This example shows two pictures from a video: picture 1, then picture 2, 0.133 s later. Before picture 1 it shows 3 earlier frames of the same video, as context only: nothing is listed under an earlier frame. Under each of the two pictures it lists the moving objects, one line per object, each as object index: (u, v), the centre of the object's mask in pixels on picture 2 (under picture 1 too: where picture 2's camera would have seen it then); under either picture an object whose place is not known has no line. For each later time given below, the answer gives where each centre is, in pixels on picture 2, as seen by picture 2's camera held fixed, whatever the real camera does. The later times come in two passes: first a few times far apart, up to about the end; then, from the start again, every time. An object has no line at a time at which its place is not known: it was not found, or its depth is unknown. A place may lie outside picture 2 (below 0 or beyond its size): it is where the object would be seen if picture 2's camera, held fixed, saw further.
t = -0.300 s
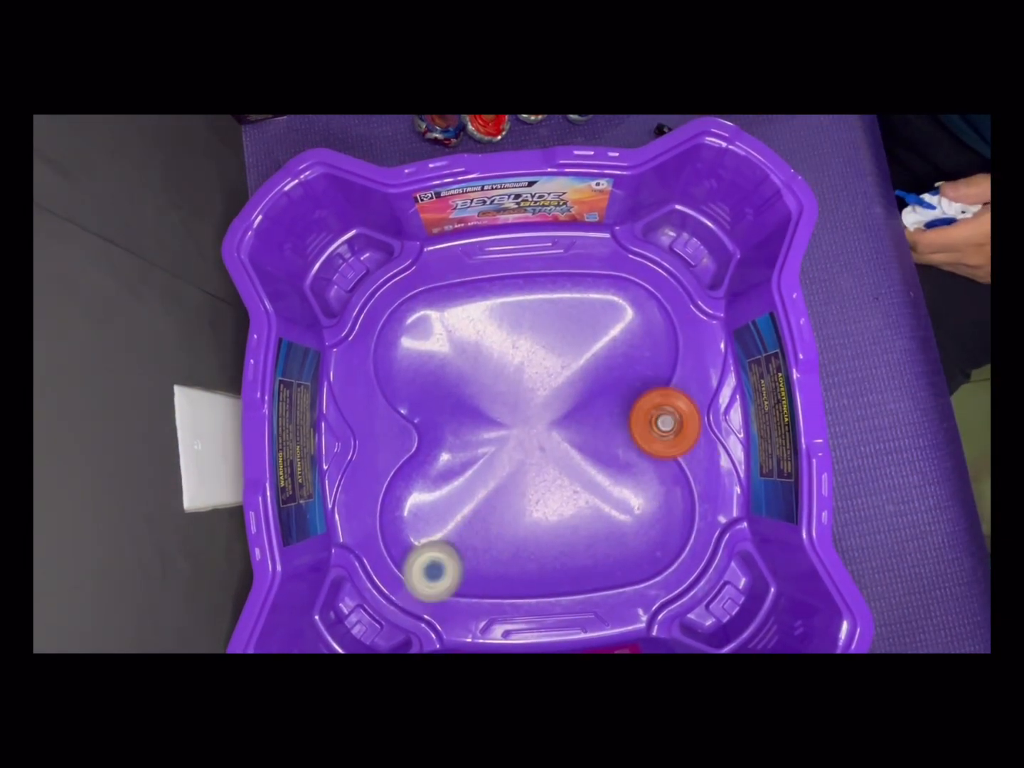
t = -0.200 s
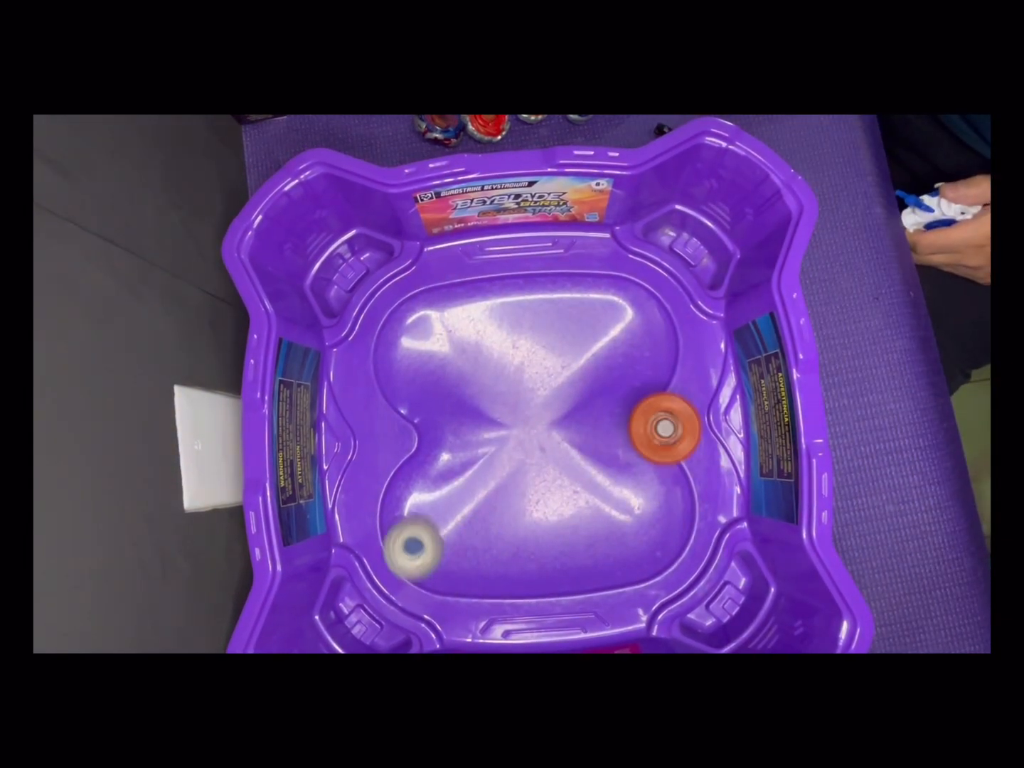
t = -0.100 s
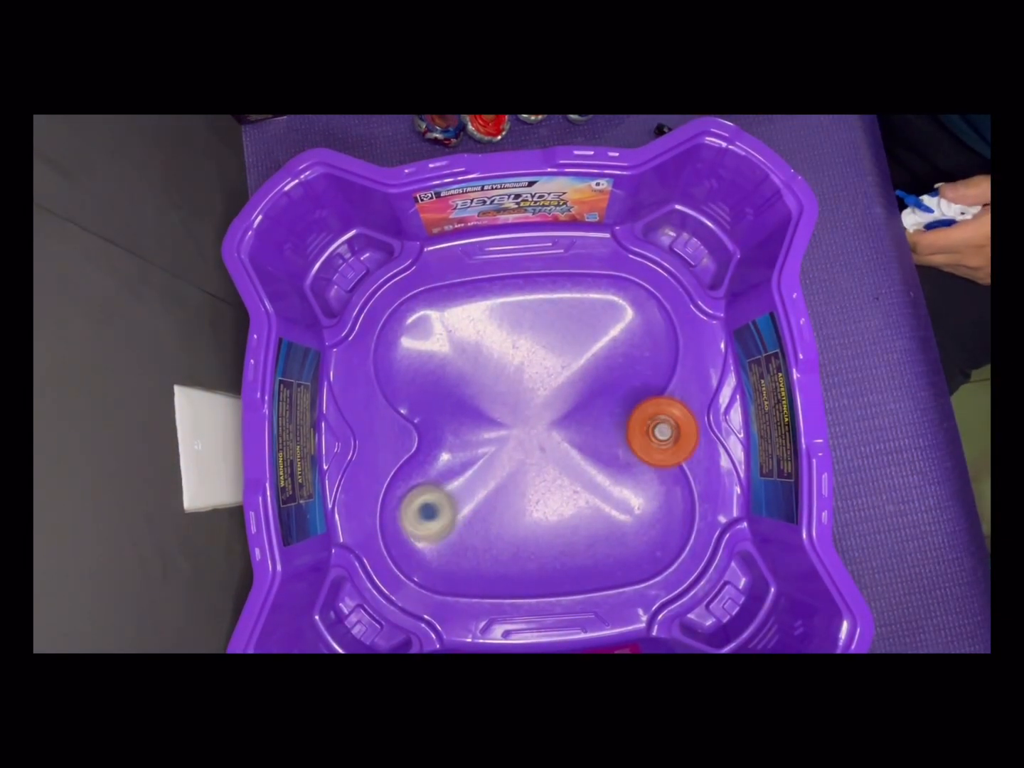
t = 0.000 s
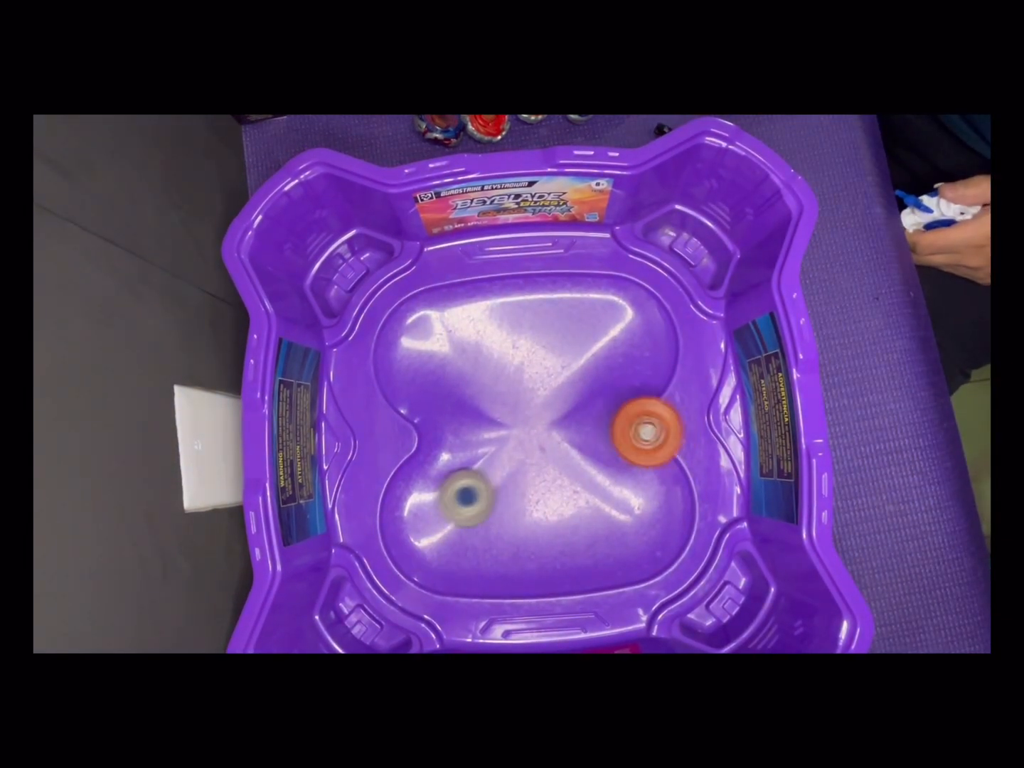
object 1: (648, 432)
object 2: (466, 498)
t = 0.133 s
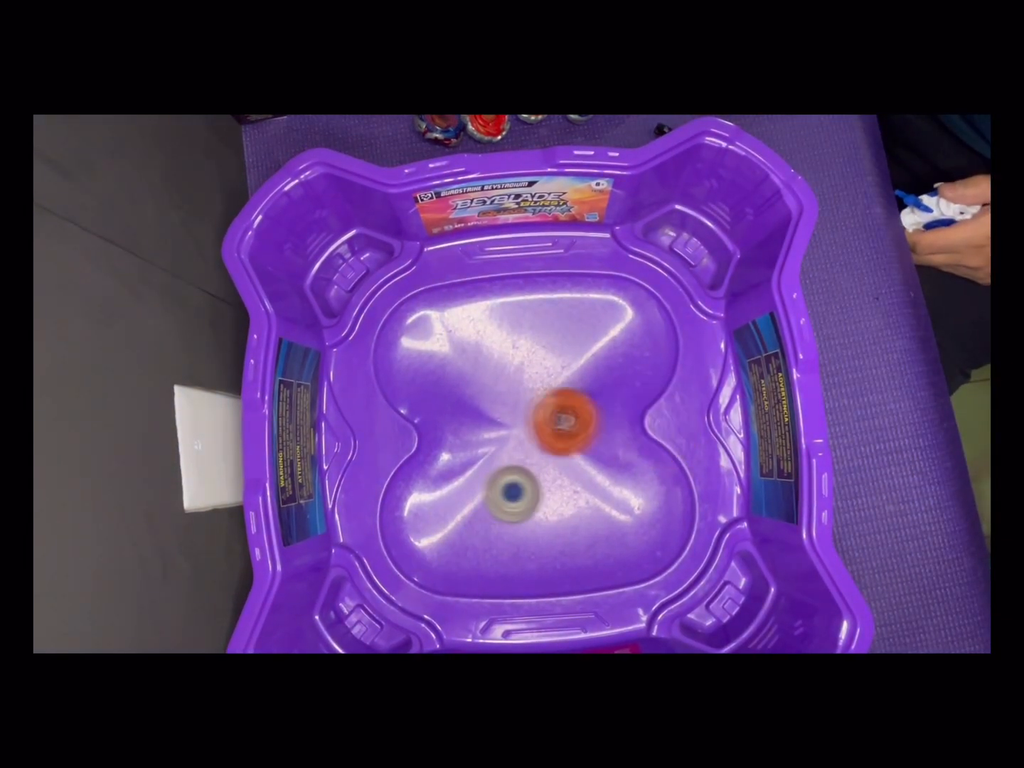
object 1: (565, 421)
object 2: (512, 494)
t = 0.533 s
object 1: (452, 568)
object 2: (633, 503)
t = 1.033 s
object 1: (521, 334)
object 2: (581, 457)
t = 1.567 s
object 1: (573, 465)
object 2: (518, 358)
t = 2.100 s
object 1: (498, 448)
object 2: (554, 383)
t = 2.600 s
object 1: (532, 486)
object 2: (473, 427)
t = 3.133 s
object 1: (585, 438)
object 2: (488, 384)
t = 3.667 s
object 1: (645, 475)
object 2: (534, 376)
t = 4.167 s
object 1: (438, 550)
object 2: (544, 415)
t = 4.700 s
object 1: (450, 497)
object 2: (547, 499)
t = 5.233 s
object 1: (526, 375)
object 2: (614, 503)
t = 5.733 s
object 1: (501, 407)
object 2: (556, 443)
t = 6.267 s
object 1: (438, 528)
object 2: (569, 472)
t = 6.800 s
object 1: (494, 483)
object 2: (509, 373)
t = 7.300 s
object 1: (513, 453)
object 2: (500, 370)
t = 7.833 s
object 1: (563, 450)
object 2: (474, 377)
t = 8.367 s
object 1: (557, 492)
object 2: (526, 425)
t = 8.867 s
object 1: (622, 480)
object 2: (534, 466)
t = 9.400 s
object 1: (546, 472)
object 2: (482, 472)
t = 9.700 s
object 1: (576, 450)
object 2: (481, 472)
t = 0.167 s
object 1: (542, 418)
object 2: (523, 495)
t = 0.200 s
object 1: (521, 418)
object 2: (534, 496)
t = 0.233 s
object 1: (502, 421)
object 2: (545, 496)
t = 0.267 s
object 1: (487, 428)
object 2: (556, 496)
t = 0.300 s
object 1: (475, 437)
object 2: (566, 495)
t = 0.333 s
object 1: (465, 450)
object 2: (577, 494)
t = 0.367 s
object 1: (457, 466)
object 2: (587, 494)
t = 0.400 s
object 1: (451, 486)
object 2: (597, 494)
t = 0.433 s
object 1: (443, 509)
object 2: (607, 495)
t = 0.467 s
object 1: (440, 533)
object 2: (616, 496)
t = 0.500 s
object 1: (443, 553)
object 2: (625, 499)
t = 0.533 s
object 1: (452, 568)
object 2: (633, 503)
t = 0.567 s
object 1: (464, 575)
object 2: (641, 508)
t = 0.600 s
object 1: (481, 575)
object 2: (647, 513)
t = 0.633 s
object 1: (502, 569)
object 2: (651, 519)
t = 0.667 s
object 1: (525, 559)
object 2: (654, 526)
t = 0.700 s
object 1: (548, 542)
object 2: (653, 533)
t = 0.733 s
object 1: (567, 521)
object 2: (648, 538)
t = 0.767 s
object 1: (580, 497)
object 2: (638, 539)
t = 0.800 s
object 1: (587, 474)
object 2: (627, 535)
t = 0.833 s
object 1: (589, 452)
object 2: (616, 527)
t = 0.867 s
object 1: (584, 431)
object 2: (606, 517)
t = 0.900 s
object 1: (576, 409)
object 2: (597, 505)
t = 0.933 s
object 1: (567, 386)
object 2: (591, 492)
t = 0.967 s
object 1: (554, 365)
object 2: (586, 480)
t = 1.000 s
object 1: (539, 347)
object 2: (583, 468)
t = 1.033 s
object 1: (521, 334)
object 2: (581, 457)
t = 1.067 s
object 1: (501, 328)
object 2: (580, 450)
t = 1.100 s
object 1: (477, 325)
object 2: (579, 445)
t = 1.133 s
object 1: (452, 327)
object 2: (578, 441)
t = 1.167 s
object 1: (425, 336)
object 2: (576, 438)
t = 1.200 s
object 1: (405, 350)
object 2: (575, 434)
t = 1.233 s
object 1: (393, 368)
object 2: (571, 429)
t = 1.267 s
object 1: (391, 386)
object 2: (565, 425)
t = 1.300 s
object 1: (399, 401)
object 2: (557, 420)
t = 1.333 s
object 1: (418, 413)
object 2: (549, 414)
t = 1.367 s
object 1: (442, 422)
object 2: (542, 405)
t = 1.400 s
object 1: (467, 432)
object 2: (537, 398)
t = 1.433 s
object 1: (492, 443)
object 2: (532, 390)
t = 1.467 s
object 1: (517, 454)
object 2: (528, 382)
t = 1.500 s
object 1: (538, 462)
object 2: (523, 374)
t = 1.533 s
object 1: (557, 465)
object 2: (521, 366)
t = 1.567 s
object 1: (573, 465)
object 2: (518, 358)
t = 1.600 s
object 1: (586, 462)
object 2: (517, 350)
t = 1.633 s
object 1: (593, 458)
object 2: (516, 343)
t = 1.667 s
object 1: (594, 453)
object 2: (516, 336)
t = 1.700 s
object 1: (591, 445)
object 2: (518, 330)
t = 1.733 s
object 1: (586, 435)
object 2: (521, 325)
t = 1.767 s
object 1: (579, 425)
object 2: (525, 321)
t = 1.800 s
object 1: (571, 418)
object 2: (531, 319)
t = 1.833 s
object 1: (563, 410)
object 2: (538, 318)
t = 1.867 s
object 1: (556, 406)
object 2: (546, 321)
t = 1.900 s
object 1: (546, 405)
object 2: (553, 326)
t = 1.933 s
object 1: (536, 408)
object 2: (559, 333)
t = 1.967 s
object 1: (525, 413)
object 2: (562, 342)
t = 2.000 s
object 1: (516, 419)
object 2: (564, 353)
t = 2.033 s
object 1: (508, 426)
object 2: (562, 365)
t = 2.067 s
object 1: (502, 435)
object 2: (558, 374)
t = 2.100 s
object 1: (498, 448)
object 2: (554, 383)
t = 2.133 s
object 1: (494, 463)
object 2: (548, 392)
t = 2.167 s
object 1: (491, 477)
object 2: (541, 400)
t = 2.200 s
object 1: (491, 488)
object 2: (534, 407)
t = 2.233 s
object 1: (493, 496)
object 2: (527, 415)
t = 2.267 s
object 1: (496, 501)
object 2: (520, 423)
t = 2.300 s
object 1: (501, 504)
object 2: (512, 429)
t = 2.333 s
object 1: (505, 506)
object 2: (504, 436)
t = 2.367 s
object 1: (509, 507)
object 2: (496, 440)
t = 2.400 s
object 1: (513, 507)
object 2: (489, 442)
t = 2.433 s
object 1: (517, 506)
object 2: (484, 443)
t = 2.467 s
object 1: (520, 504)
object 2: (479, 443)
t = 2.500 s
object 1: (524, 501)
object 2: (476, 441)
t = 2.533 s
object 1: (527, 497)
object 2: (475, 438)
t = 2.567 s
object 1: (529, 492)
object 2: (473, 433)
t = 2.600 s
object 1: (532, 486)
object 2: (473, 427)
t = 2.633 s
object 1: (534, 479)
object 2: (472, 421)
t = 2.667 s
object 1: (534, 471)
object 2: (472, 415)
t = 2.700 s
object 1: (535, 463)
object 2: (472, 408)
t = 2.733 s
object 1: (534, 456)
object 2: (472, 400)
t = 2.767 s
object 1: (533, 447)
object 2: (475, 392)
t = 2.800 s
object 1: (531, 438)
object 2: (479, 387)
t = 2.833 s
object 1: (529, 431)
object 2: (485, 385)
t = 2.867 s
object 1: (530, 425)
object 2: (489, 383)
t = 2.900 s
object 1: (534, 424)
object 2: (492, 381)
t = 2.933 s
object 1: (539, 423)
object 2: (493, 381)
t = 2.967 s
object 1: (553, 430)
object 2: (486, 376)
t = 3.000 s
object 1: (566, 434)
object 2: (481, 374)
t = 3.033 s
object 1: (574, 436)
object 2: (478, 375)
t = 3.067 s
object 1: (581, 438)
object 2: (478, 378)
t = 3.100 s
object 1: (585, 438)
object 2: (481, 381)
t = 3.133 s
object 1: (585, 438)
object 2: (488, 384)
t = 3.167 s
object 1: (583, 438)
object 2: (495, 388)
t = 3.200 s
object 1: (578, 440)
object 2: (503, 392)
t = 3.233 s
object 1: (571, 443)
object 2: (512, 396)
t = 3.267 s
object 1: (561, 448)
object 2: (520, 401)
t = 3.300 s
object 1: (559, 462)
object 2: (521, 397)
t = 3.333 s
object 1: (566, 488)
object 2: (513, 385)
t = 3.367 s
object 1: (576, 513)
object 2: (504, 374)
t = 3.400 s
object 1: (588, 533)
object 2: (499, 367)
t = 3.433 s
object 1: (603, 550)
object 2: (496, 363)
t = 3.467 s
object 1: (618, 560)
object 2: (497, 362)
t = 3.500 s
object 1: (636, 562)
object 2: (500, 363)
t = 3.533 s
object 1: (654, 556)
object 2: (505, 364)
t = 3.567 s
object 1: (668, 539)
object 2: (512, 366)
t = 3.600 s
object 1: (670, 516)
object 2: (520, 368)
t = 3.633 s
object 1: (661, 494)
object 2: (527, 372)
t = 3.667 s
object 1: (645, 475)
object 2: (534, 376)
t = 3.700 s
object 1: (626, 463)
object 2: (540, 381)
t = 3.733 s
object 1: (602, 454)
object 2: (546, 387)
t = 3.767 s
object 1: (578, 445)
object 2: (550, 391)
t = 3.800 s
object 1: (564, 452)
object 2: (547, 384)
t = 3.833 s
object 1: (547, 459)
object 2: (542, 377)
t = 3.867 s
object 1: (531, 468)
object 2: (538, 374)
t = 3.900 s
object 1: (513, 477)
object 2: (537, 372)
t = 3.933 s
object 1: (499, 485)
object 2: (537, 373)
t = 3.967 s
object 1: (485, 492)
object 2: (538, 376)
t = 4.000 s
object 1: (472, 500)
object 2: (540, 381)
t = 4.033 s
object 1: (460, 509)
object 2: (541, 387)
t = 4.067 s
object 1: (449, 521)
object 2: (543, 394)
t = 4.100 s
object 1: (441, 533)
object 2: (545, 401)
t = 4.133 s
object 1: (437, 543)
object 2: (545, 408)
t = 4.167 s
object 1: (438, 550)
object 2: (544, 415)
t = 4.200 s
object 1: (441, 552)
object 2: (543, 422)
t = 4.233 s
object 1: (446, 552)
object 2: (541, 430)
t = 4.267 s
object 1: (452, 547)
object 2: (540, 437)
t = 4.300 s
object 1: (458, 539)
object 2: (539, 443)
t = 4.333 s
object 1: (464, 528)
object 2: (537, 451)
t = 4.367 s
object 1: (469, 514)
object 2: (534, 457)
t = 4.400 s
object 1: (472, 500)
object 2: (531, 463)
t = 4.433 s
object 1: (472, 490)
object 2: (530, 469)
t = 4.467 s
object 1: (467, 481)
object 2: (532, 472)
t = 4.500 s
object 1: (464, 477)
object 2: (531, 476)
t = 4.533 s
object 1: (462, 477)
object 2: (530, 481)
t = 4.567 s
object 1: (461, 481)
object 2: (527, 486)
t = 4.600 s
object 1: (462, 486)
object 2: (524, 489)
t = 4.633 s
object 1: (458, 489)
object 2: (527, 491)
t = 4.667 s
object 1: (451, 493)
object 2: (539, 496)
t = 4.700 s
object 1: (450, 497)
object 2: (547, 499)
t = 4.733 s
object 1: (455, 500)
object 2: (551, 500)
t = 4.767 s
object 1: (464, 502)
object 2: (553, 499)
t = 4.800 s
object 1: (477, 501)
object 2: (554, 499)
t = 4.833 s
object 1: (491, 495)
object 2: (556, 498)
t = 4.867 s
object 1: (500, 485)
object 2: (562, 498)
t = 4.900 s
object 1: (503, 471)
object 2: (574, 500)
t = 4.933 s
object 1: (508, 460)
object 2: (584, 500)
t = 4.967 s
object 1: (511, 450)
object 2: (589, 499)
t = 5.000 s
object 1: (514, 441)
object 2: (593, 497)
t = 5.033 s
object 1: (517, 431)
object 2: (597, 496)
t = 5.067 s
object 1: (520, 420)
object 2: (601, 495)
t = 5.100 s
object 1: (523, 411)
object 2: (605, 495)
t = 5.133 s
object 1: (525, 401)
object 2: (609, 497)
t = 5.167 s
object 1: (526, 391)
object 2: (612, 499)
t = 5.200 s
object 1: (527, 383)
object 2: (614, 501)
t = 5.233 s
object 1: (526, 375)
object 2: (614, 503)
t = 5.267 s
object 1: (525, 369)
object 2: (613, 504)
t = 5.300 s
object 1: (523, 364)
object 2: (609, 504)
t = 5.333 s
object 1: (522, 360)
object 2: (604, 501)
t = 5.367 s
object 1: (520, 357)
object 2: (599, 498)
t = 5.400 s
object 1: (517, 356)
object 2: (593, 493)
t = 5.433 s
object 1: (515, 357)
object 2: (587, 488)
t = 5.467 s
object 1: (512, 358)
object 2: (582, 483)
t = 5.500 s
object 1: (510, 362)
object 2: (578, 477)
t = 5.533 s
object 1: (508, 366)
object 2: (573, 471)
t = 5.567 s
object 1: (506, 372)
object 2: (570, 466)
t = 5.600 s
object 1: (505, 379)
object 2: (566, 460)
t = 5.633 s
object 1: (505, 386)
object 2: (562, 453)
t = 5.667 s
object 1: (505, 394)
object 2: (558, 449)
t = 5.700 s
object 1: (506, 403)
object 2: (554, 443)
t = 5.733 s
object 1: (501, 407)
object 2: (556, 443)
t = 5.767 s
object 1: (497, 410)
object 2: (559, 443)
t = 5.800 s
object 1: (495, 416)
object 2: (561, 442)
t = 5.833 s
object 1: (497, 423)
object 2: (563, 442)
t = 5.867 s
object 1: (500, 431)
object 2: (565, 444)
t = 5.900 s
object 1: (504, 439)
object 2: (565, 448)
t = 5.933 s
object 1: (506, 446)
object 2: (564, 450)
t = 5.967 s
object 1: (505, 452)
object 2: (564, 450)
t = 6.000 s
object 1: (503, 456)
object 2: (562, 450)
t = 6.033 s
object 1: (487, 462)
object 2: (571, 447)
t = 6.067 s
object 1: (473, 466)
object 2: (579, 449)
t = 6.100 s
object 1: (464, 472)
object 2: (582, 453)
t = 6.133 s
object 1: (457, 481)
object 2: (583, 459)
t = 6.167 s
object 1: (449, 490)
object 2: (583, 465)
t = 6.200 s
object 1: (442, 503)
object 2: (579, 469)
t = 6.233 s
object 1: (436, 516)
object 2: (574, 471)
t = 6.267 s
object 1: (438, 528)
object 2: (569, 472)
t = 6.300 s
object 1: (443, 537)
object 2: (562, 471)
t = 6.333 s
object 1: (453, 541)
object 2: (556, 470)
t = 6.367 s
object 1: (464, 541)
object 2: (550, 467)
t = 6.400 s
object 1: (474, 536)
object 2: (544, 465)
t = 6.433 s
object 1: (485, 529)
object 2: (538, 462)
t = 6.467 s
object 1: (494, 518)
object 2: (532, 460)
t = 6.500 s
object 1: (500, 508)
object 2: (527, 454)
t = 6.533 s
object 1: (500, 505)
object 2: (526, 443)
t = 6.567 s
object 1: (502, 497)
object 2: (524, 434)
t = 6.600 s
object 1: (503, 488)
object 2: (522, 428)
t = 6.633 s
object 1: (503, 478)
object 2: (520, 421)
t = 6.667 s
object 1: (503, 473)
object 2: (518, 413)
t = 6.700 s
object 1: (499, 477)
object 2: (517, 397)
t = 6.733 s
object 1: (496, 480)
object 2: (515, 387)
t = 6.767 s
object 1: (495, 482)
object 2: (512, 379)
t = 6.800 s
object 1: (494, 483)
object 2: (509, 373)
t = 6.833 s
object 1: (494, 484)
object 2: (507, 368)
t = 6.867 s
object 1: (493, 484)
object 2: (505, 364)
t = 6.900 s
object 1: (493, 483)
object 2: (504, 361)
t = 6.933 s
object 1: (493, 483)
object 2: (502, 357)
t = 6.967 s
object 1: (494, 482)
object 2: (501, 353)
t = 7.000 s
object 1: (495, 480)
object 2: (500, 350)
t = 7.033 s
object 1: (495, 478)
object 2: (500, 348)
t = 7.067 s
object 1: (497, 475)
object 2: (500, 348)
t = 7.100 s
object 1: (498, 473)
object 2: (500, 348)
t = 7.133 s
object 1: (500, 470)
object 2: (500, 349)
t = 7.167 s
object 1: (502, 467)
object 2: (500, 350)
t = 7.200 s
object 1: (504, 464)
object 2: (501, 354)
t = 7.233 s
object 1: (507, 460)
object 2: (500, 359)
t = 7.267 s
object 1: (509, 457)
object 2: (501, 365)
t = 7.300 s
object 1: (513, 453)
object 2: (500, 370)
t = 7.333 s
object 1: (516, 449)
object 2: (500, 376)
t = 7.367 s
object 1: (519, 446)
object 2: (499, 383)
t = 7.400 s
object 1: (522, 441)
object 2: (499, 387)
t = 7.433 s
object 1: (527, 445)
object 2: (496, 387)
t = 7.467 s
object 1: (532, 448)
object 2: (492, 385)
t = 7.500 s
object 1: (538, 449)
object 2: (489, 386)
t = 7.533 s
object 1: (541, 450)
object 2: (485, 387)
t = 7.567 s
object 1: (546, 451)
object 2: (481, 387)
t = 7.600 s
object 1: (550, 451)
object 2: (478, 387)
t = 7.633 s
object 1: (554, 452)
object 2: (475, 387)
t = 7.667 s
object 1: (557, 451)
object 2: (472, 385)
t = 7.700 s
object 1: (560, 452)
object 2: (470, 383)
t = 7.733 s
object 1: (561, 451)
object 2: (469, 381)
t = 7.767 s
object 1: (563, 451)
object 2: (469, 379)
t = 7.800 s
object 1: (563, 450)
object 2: (471, 377)
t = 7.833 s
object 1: (563, 450)
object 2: (474, 377)
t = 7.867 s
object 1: (563, 450)
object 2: (478, 378)
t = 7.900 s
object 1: (561, 451)
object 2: (483, 380)
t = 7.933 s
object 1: (560, 451)
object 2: (488, 383)
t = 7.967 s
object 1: (557, 451)
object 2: (492, 386)
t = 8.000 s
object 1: (555, 451)
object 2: (496, 390)
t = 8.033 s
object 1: (552, 452)
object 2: (500, 394)
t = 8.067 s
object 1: (549, 453)
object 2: (503, 398)
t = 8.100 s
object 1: (545, 453)
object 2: (507, 402)
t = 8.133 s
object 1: (543, 455)
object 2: (509, 406)
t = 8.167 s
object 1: (543, 463)
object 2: (510, 406)
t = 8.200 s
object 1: (544, 468)
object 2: (512, 407)
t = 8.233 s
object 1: (546, 475)
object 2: (513, 410)
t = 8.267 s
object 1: (550, 482)
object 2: (515, 414)
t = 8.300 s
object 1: (552, 486)
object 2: (519, 417)
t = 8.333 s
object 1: (555, 489)
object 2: (522, 422)
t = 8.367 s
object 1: (557, 492)
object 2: (526, 425)
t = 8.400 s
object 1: (560, 493)
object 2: (529, 430)
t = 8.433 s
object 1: (562, 494)
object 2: (533, 434)
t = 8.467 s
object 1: (564, 494)
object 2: (536, 437)
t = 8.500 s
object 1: (567, 496)
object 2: (538, 440)
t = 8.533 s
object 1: (572, 496)
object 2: (540, 442)
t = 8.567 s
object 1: (578, 499)
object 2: (541, 446)
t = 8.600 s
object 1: (584, 500)
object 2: (540, 448)
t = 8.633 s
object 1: (591, 500)
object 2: (540, 450)
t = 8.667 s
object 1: (598, 499)
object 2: (542, 453)
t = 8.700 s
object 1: (602, 496)
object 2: (545, 457)
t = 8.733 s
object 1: (604, 490)
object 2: (548, 460)
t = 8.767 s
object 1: (607, 487)
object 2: (548, 462)
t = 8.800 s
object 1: (615, 486)
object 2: (541, 463)
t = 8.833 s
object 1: (621, 482)
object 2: (536, 465)
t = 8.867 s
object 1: (622, 480)
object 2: (534, 466)
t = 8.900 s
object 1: (619, 478)
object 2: (534, 469)
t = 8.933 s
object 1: (613, 478)
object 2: (533, 472)
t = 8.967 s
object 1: (607, 478)
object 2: (533, 475)
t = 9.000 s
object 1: (598, 482)
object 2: (531, 477)
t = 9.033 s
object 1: (590, 485)
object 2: (529, 479)
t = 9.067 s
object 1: (589, 488)
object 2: (522, 481)
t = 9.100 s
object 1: (588, 491)
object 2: (514, 482)
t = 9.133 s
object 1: (585, 493)
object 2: (509, 482)
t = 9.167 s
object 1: (582, 494)
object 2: (504, 482)
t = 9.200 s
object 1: (576, 494)
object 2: (500, 482)
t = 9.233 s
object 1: (573, 493)
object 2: (496, 481)
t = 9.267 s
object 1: (569, 491)
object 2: (492, 480)
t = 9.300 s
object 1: (563, 488)
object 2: (489, 479)
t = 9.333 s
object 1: (557, 483)
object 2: (486, 477)
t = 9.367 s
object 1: (552, 478)
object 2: (483, 475)
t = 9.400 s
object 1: (546, 472)
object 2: (482, 472)
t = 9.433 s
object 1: (540, 464)
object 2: (479, 469)
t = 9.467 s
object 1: (549, 456)
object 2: (467, 468)
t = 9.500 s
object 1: (558, 450)
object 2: (460, 468)
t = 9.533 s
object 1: (565, 446)
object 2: (457, 469)
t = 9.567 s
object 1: (570, 444)
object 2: (459, 470)
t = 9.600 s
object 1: (574, 445)
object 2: (464, 470)
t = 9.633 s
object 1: (577, 448)
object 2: (469, 470)
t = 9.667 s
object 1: (577, 448)
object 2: (475, 470)
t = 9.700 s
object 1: (576, 450)
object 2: (481, 472)
